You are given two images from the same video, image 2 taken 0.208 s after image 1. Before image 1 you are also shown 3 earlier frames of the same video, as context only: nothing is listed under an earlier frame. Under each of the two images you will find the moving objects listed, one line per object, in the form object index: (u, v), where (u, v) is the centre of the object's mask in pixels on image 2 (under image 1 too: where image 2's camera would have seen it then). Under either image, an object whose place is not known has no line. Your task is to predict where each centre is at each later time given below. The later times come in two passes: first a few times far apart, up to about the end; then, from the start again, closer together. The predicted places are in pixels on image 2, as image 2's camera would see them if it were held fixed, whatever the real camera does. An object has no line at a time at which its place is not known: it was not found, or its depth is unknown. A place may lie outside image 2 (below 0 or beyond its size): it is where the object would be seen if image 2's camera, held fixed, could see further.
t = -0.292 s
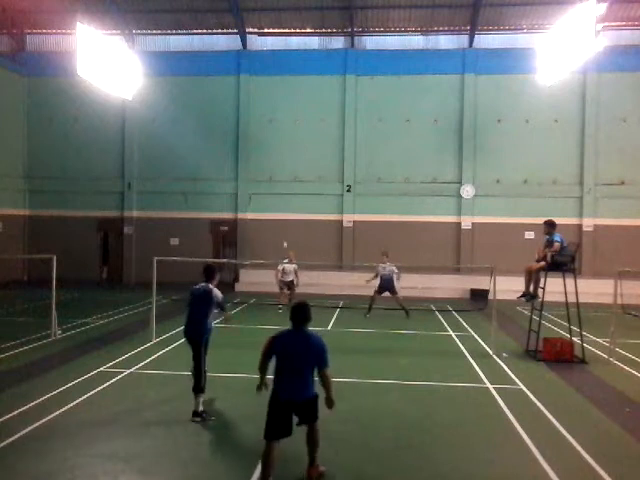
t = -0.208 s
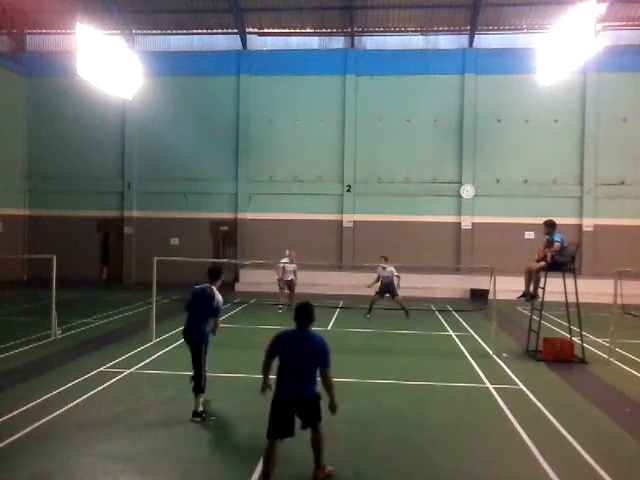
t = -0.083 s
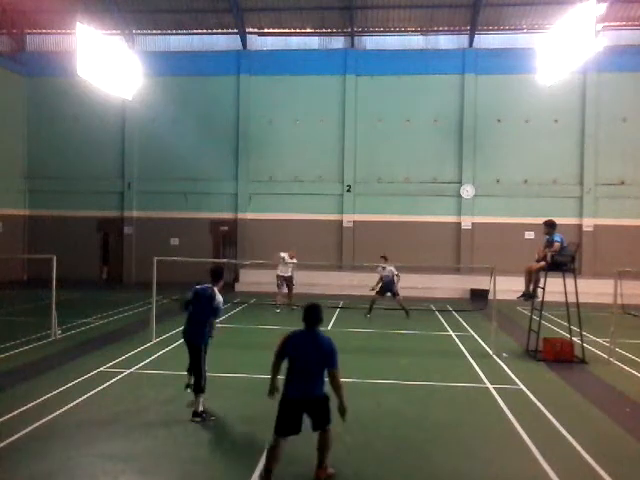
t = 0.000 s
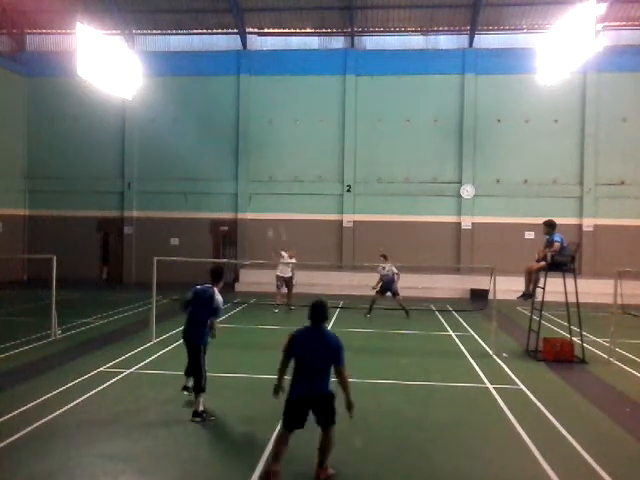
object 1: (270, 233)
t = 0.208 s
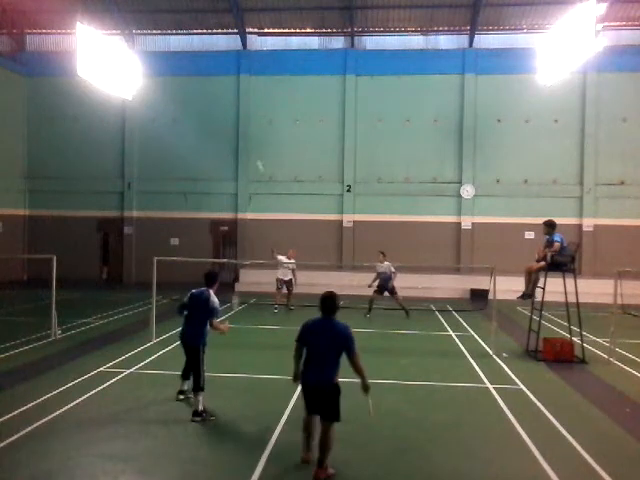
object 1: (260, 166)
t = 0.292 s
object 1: (251, 148)
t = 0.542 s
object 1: (227, 123)
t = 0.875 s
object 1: (191, 157)
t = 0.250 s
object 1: (256, 156)
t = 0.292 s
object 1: (251, 148)
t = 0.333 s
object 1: (248, 141)
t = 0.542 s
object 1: (227, 123)
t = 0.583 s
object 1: (224, 122)
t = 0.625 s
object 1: (220, 124)
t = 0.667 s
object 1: (215, 126)
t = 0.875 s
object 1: (191, 157)
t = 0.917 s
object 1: (186, 167)
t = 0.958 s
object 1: (182, 179)
